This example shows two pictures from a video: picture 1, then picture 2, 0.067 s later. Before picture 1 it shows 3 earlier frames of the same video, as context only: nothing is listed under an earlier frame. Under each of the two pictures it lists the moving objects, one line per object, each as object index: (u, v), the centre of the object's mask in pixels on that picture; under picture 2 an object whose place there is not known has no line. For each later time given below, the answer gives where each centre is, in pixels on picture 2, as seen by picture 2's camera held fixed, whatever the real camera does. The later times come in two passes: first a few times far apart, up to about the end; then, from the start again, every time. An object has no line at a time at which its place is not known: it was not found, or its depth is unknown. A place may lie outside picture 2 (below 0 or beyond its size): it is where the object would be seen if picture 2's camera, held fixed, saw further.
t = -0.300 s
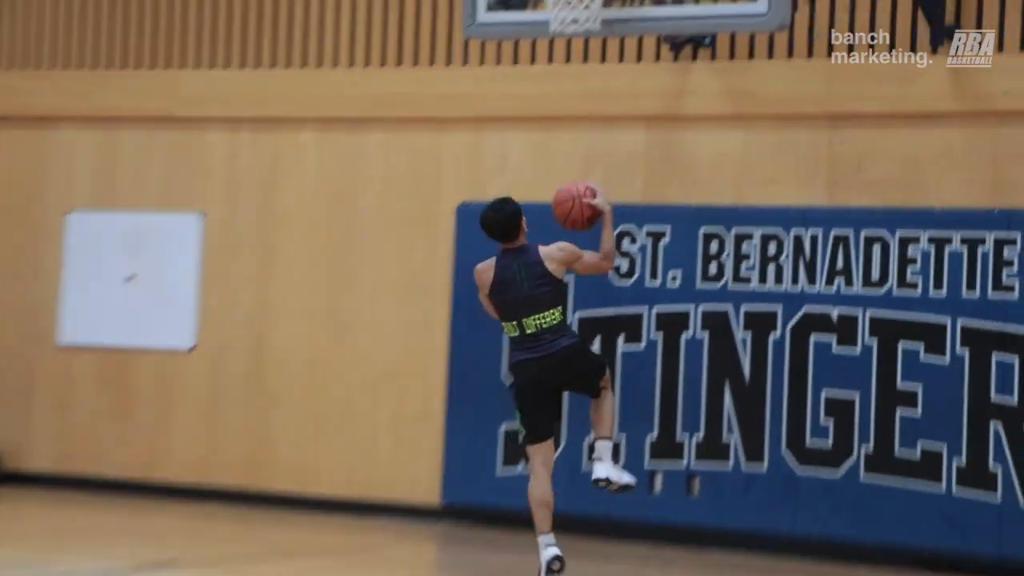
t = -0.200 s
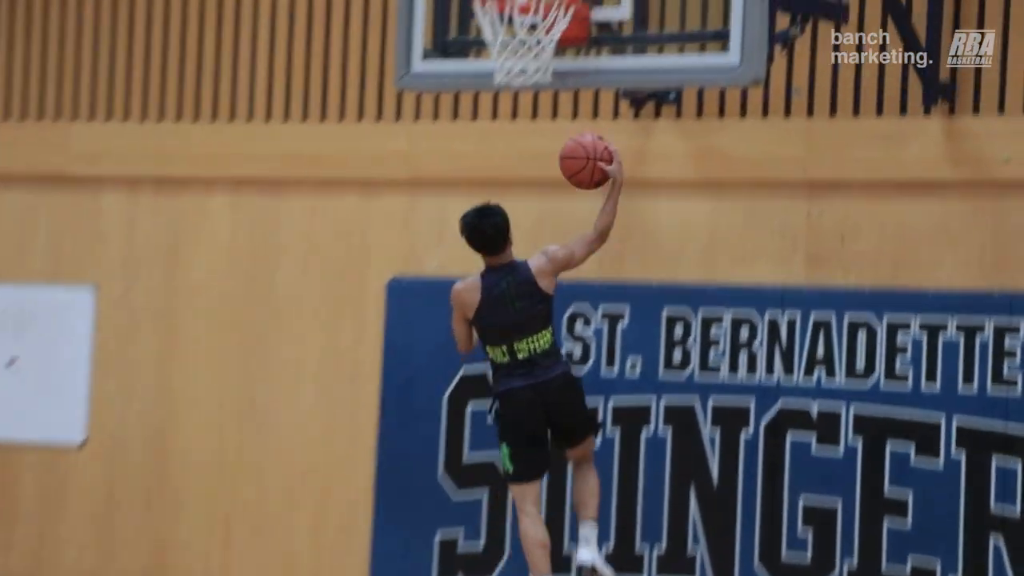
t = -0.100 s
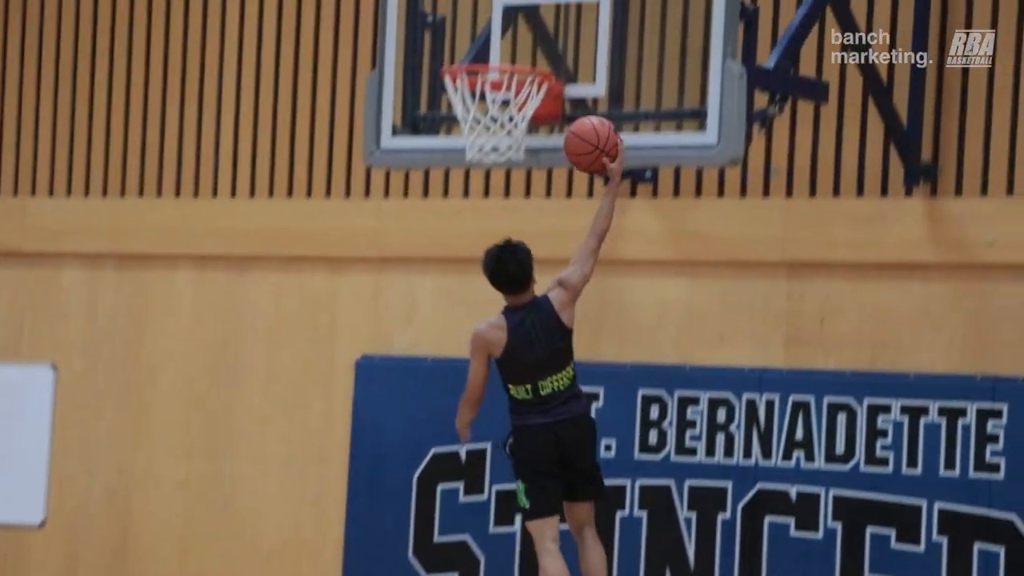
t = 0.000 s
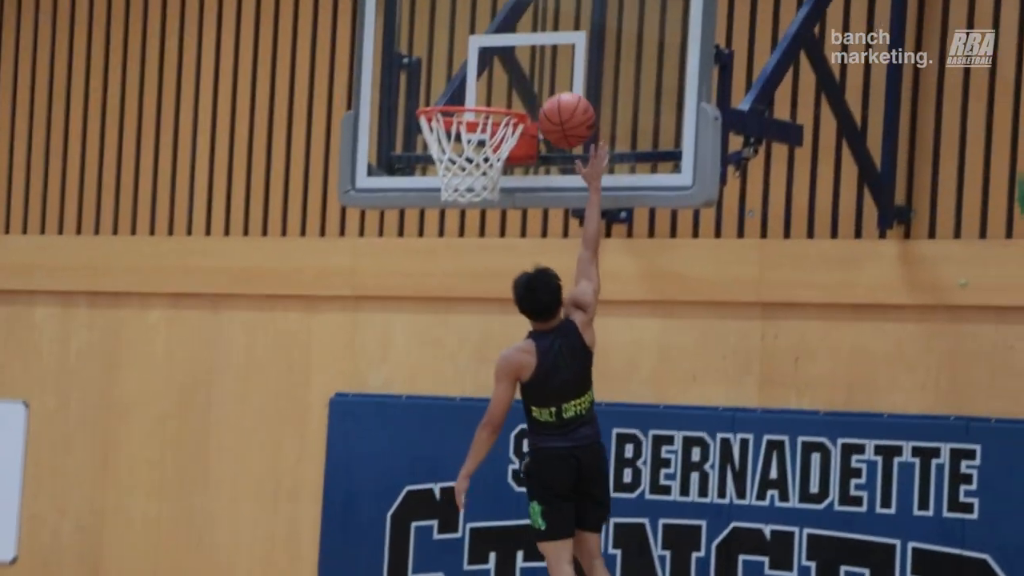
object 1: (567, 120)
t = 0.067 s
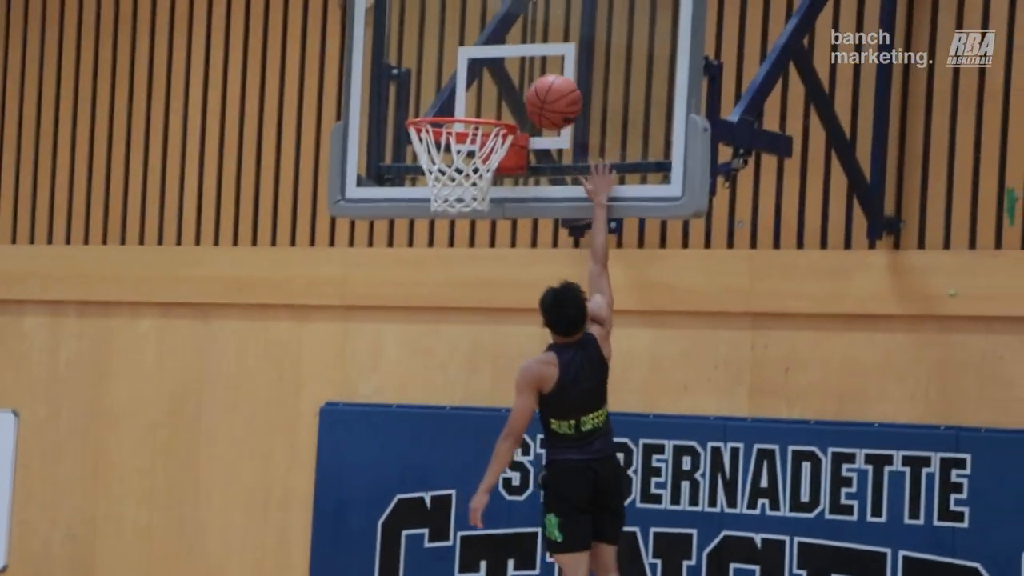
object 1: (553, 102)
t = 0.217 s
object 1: (546, 74)
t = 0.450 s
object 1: (487, 100)
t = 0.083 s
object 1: (553, 96)
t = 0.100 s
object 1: (552, 91)
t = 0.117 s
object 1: (551, 87)
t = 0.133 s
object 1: (550, 83)
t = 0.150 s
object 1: (549, 81)
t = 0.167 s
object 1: (548, 78)
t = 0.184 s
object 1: (547, 76)
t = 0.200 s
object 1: (547, 75)
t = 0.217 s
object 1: (546, 74)
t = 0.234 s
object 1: (544, 73)
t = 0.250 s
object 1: (540, 72)
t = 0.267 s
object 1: (536, 71)
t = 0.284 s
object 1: (531, 71)
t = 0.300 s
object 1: (527, 72)
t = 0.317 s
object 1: (522, 73)
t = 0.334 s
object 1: (519, 74)
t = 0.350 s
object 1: (514, 77)
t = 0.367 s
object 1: (509, 80)
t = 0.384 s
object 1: (505, 84)
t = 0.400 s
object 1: (501, 89)
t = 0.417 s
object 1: (496, 93)
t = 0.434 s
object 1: (491, 97)
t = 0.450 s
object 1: (487, 100)
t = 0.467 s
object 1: (483, 103)
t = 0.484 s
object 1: (475, 112)
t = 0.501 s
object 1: (471, 130)
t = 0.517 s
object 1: (467, 144)
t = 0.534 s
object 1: (462, 150)
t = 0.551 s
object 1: (457, 161)
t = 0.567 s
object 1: (452, 172)
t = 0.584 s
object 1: (450, 180)
